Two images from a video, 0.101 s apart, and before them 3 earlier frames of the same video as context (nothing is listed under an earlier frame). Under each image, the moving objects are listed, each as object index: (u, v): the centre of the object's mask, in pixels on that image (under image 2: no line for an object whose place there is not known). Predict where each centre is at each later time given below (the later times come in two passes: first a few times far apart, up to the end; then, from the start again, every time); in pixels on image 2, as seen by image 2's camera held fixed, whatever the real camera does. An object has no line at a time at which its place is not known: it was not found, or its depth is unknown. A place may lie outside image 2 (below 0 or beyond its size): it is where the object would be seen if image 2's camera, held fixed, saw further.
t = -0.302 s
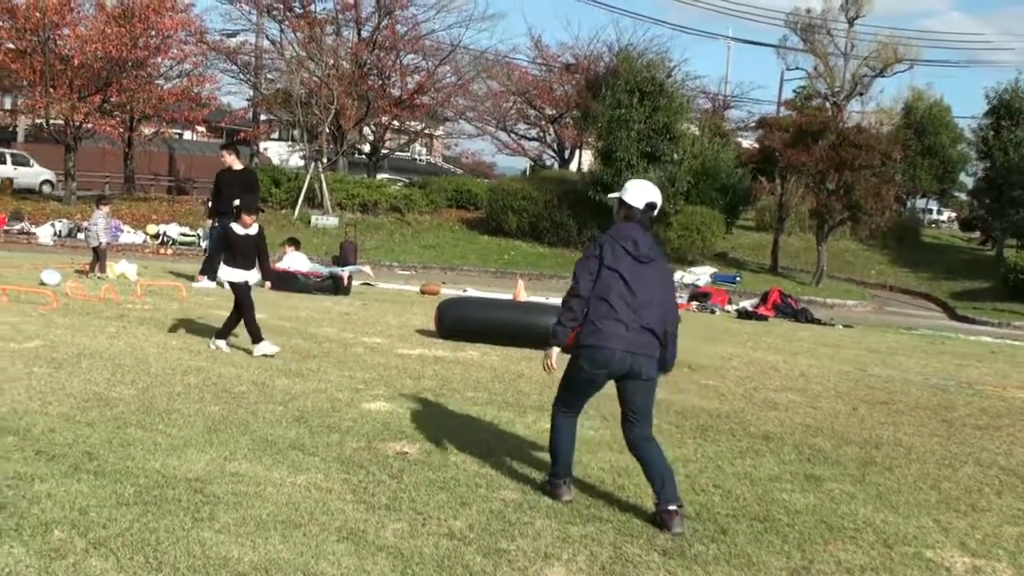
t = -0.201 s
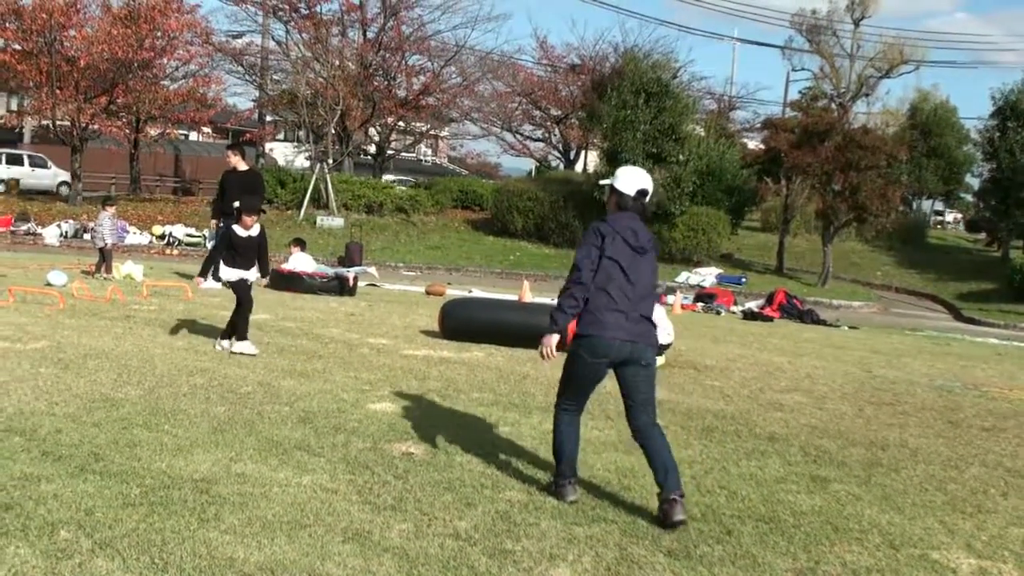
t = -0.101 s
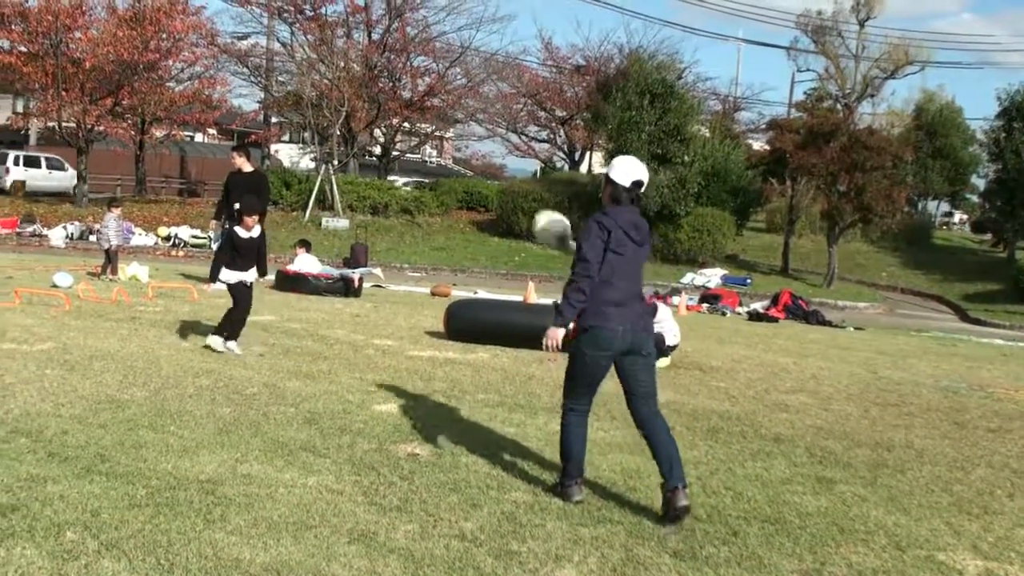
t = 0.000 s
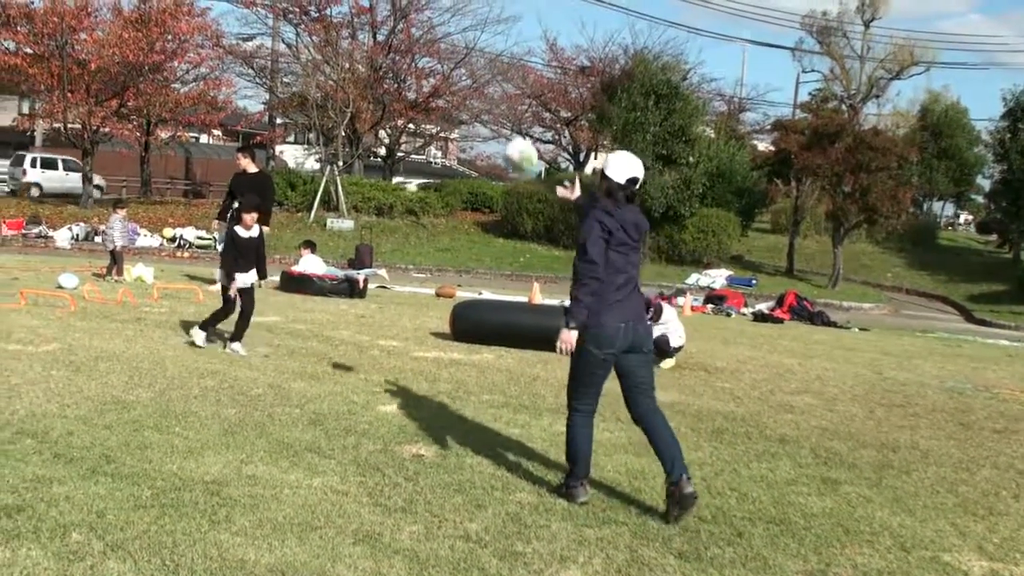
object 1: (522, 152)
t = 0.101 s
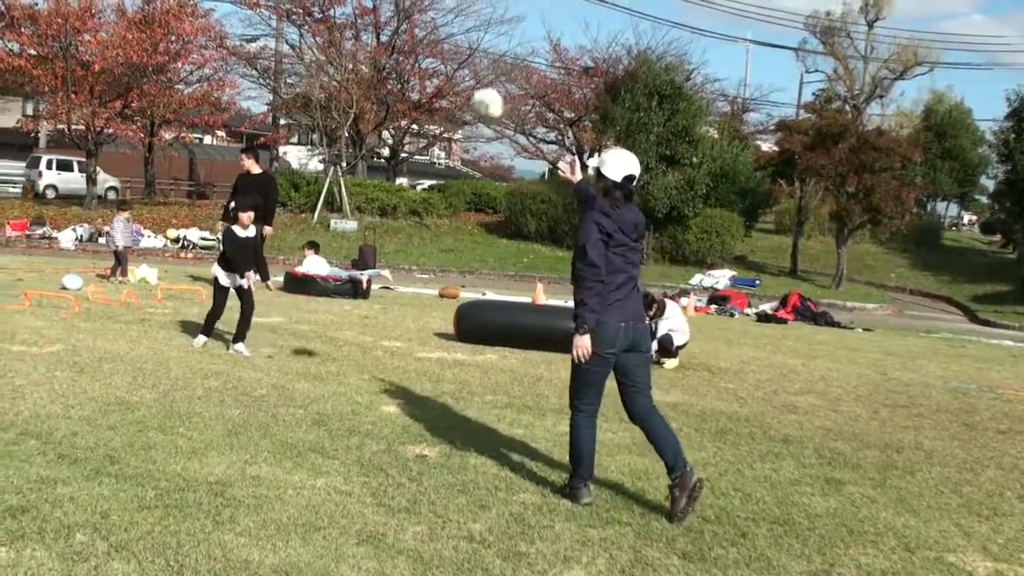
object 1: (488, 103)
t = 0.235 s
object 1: (442, 70)
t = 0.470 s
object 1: (366, 88)
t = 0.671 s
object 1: (304, 168)
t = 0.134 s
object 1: (476, 91)
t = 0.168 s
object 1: (465, 82)
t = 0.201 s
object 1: (452, 75)
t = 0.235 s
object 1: (442, 70)
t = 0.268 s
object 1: (431, 66)
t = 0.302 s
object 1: (420, 65)
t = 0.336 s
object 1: (409, 66)
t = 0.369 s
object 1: (398, 69)
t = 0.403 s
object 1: (387, 73)
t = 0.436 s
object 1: (377, 80)
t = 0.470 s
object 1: (366, 88)
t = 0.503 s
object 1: (355, 98)
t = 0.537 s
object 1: (345, 109)
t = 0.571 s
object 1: (334, 122)
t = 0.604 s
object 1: (324, 137)
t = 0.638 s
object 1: (315, 153)
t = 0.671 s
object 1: (304, 168)
